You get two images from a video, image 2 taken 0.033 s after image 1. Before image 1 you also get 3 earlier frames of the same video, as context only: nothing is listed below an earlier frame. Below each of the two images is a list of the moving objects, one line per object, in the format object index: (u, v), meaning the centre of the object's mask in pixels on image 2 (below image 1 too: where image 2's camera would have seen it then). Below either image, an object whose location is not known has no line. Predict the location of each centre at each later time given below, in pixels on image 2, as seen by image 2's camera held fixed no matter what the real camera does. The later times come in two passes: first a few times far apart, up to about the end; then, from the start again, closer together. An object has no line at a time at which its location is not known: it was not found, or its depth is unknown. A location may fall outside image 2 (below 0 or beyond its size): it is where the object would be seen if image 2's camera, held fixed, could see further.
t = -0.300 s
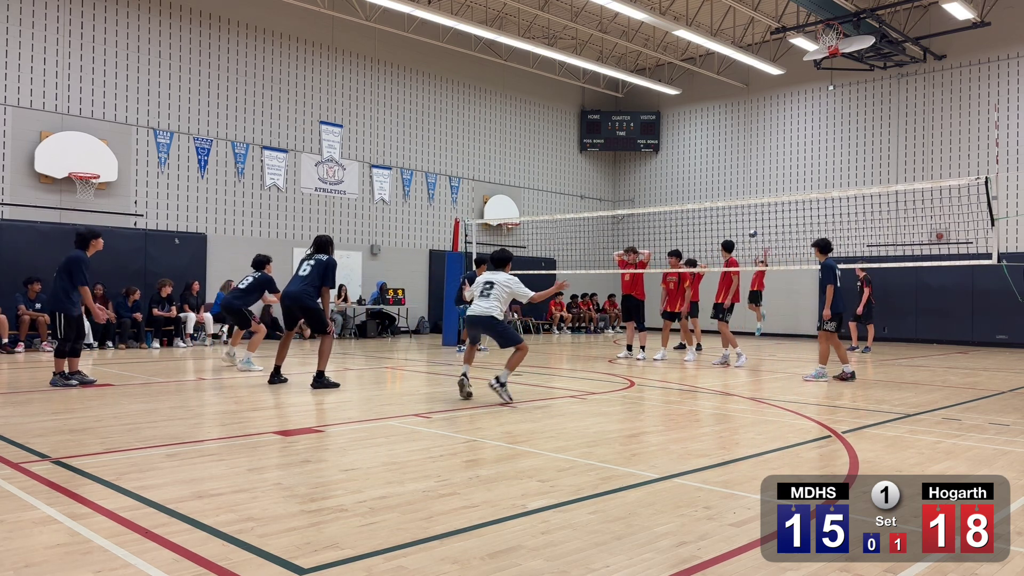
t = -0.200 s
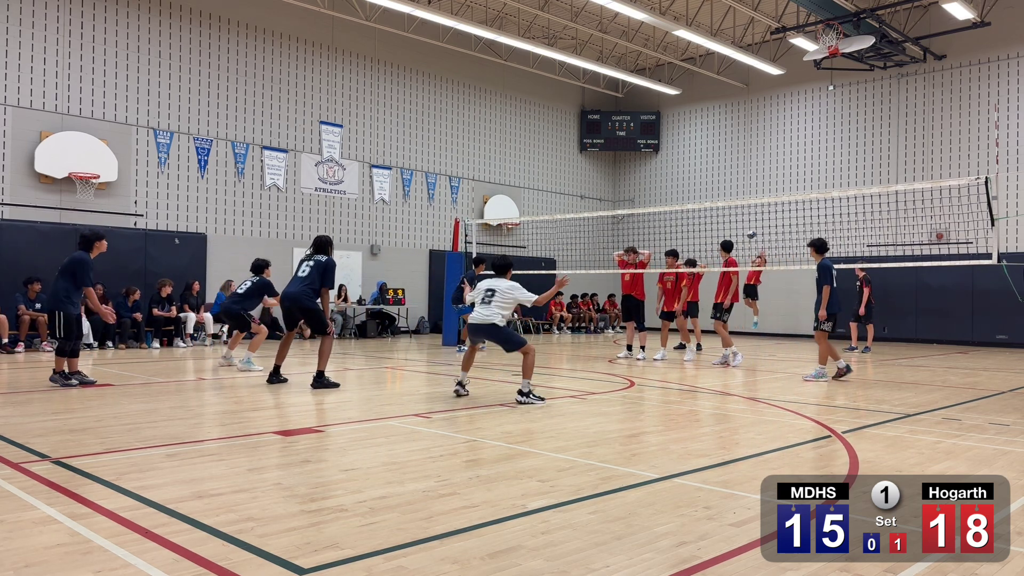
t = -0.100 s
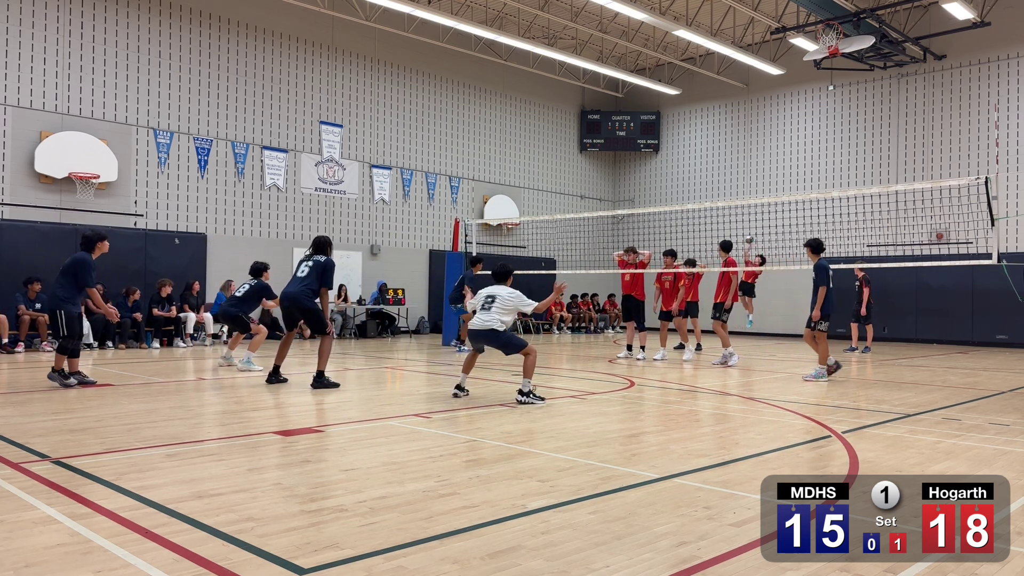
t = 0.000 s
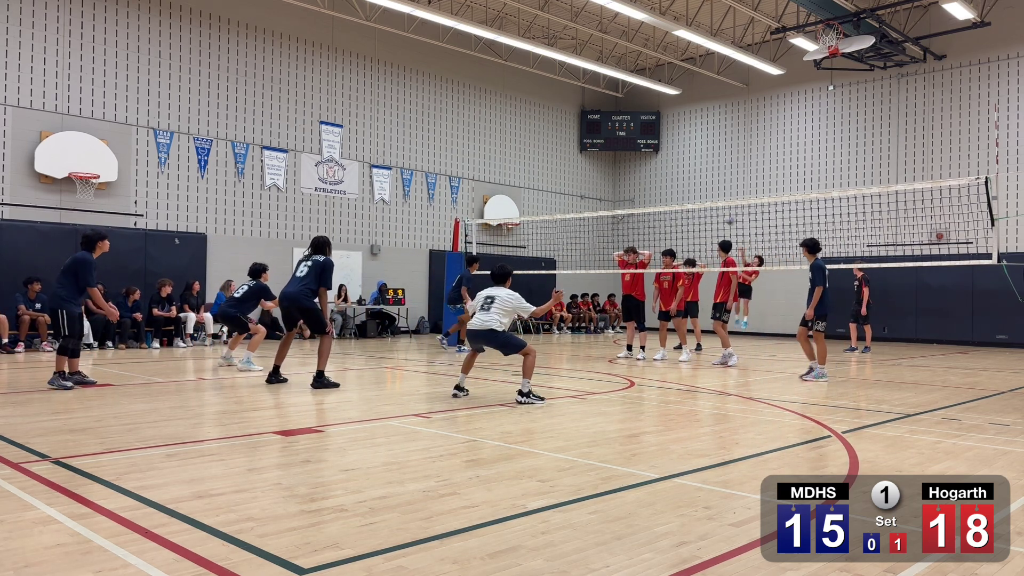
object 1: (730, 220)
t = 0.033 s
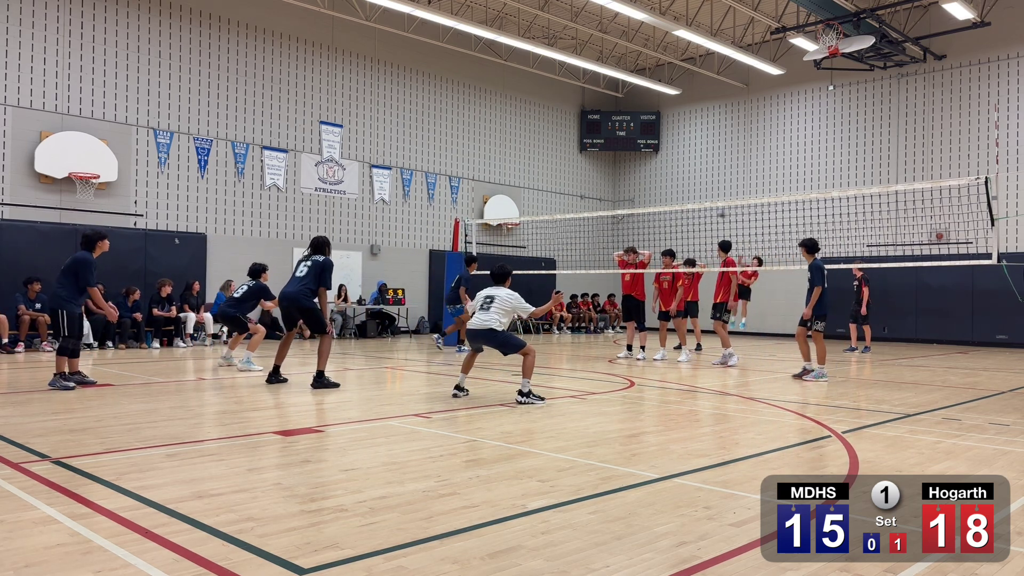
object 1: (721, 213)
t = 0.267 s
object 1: (656, 171)
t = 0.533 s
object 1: (558, 152)
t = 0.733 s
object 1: (461, 162)
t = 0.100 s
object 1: (704, 199)
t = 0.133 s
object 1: (695, 194)
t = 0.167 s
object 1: (687, 188)
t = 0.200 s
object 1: (677, 181)
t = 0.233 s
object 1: (667, 176)
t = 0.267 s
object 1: (656, 171)
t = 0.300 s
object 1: (644, 167)
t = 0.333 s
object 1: (633, 163)
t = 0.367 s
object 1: (621, 159)
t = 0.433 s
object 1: (595, 154)
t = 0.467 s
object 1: (585, 151)
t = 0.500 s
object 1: (572, 152)
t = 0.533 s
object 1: (558, 152)
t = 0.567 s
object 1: (544, 151)
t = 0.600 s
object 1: (529, 152)
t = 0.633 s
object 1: (513, 154)
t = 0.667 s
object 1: (496, 156)
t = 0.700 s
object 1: (477, 159)
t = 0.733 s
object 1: (461, 162)
